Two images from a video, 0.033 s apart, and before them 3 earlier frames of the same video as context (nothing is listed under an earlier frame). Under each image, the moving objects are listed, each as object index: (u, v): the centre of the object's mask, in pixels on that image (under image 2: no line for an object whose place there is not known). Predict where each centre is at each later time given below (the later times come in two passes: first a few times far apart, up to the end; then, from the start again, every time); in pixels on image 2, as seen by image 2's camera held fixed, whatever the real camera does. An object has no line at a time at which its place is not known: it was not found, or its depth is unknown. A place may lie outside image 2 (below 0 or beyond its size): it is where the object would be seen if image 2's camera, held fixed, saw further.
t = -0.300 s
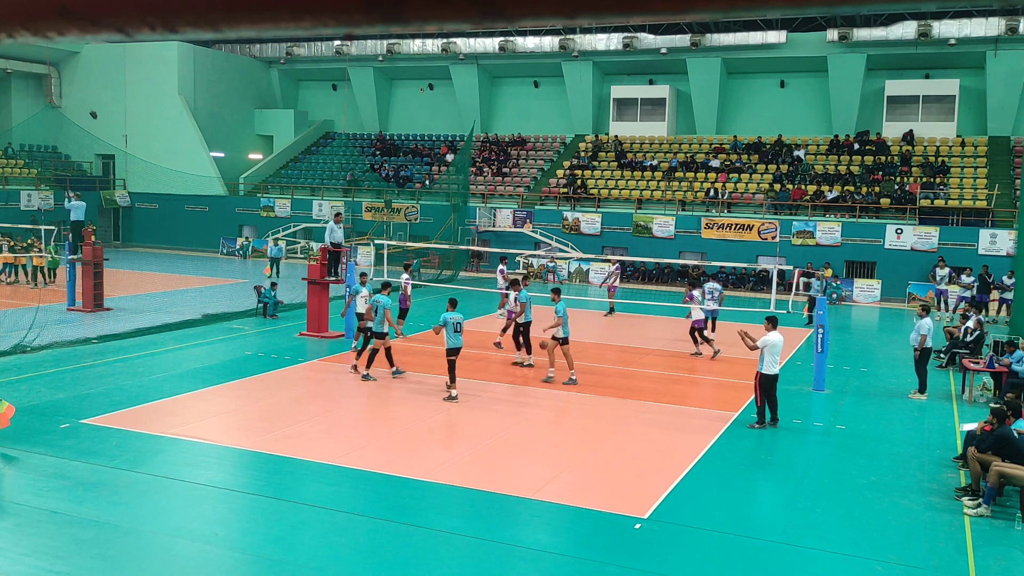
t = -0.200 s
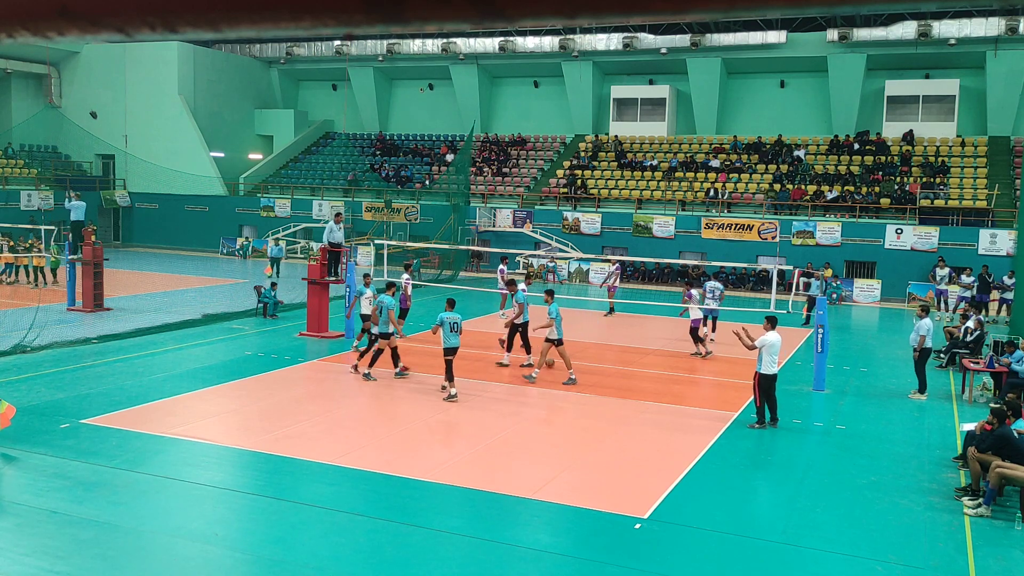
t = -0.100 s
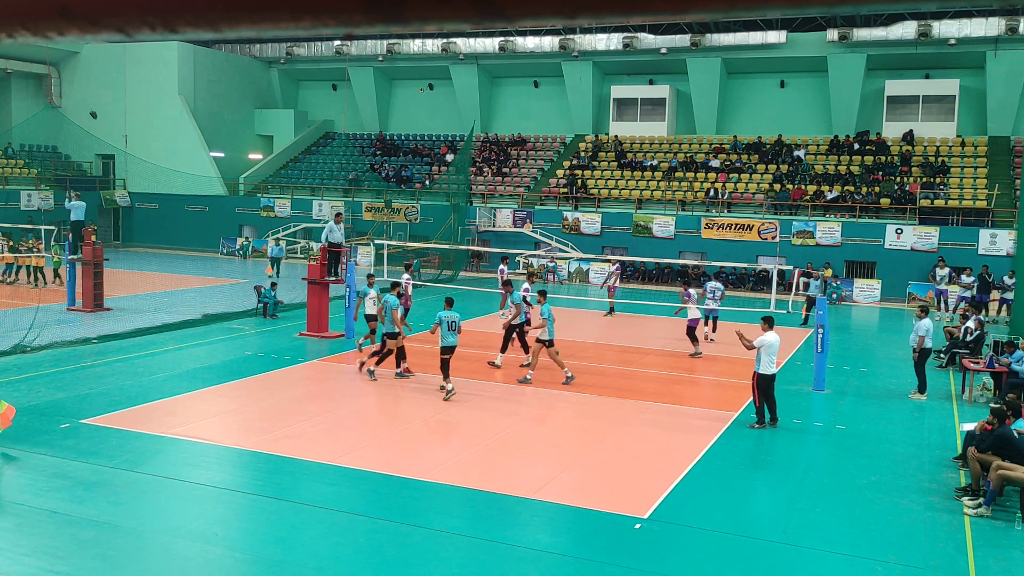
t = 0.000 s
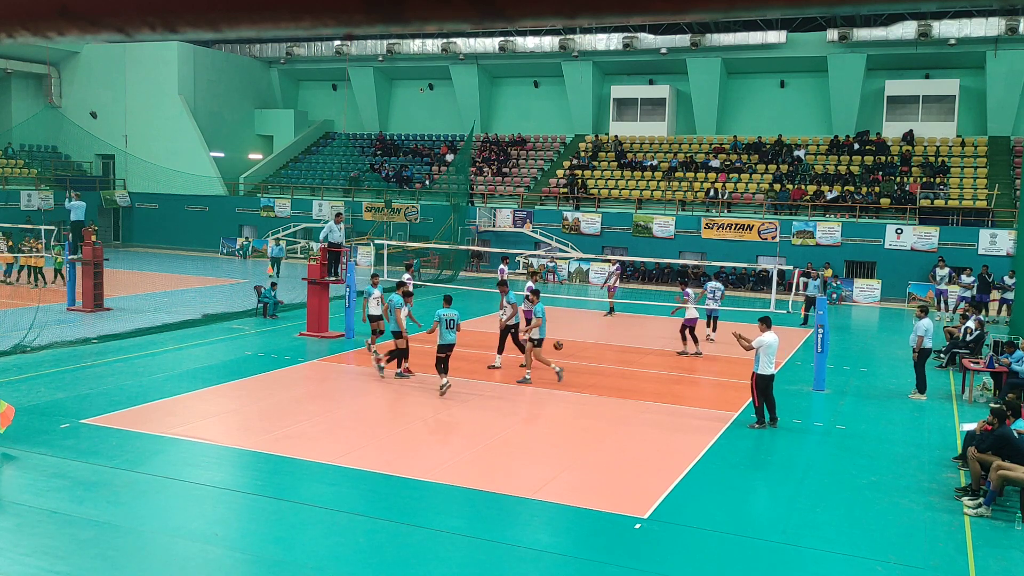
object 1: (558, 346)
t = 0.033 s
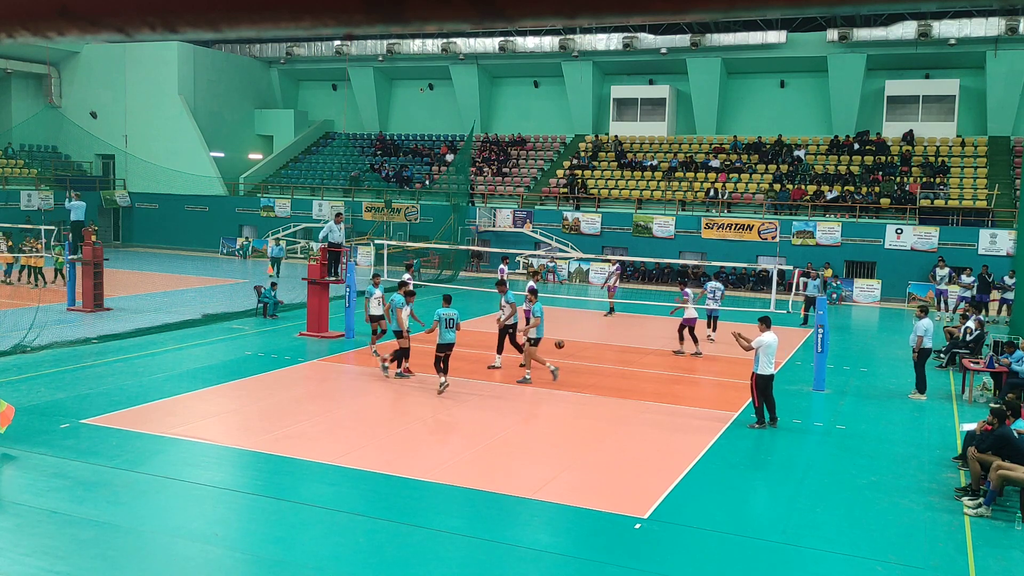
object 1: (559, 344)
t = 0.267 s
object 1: (568, 348)
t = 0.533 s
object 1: (578, 377)
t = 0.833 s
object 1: (591, 367)
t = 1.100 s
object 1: (602, 394)
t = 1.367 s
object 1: (614, 386)
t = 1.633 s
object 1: (627, 404)
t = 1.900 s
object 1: (641, 410)
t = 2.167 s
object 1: (656, 418)
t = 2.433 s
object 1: (672, 428)
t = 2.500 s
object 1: (677, 433)
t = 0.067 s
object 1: (561, 343)
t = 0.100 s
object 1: (562, 343)
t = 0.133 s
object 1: (563, 343)
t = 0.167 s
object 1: (564, 343)
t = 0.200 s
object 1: (566, 344)
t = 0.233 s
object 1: (567, 346)
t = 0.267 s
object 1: (568, 348)
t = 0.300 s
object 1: (570, 351)
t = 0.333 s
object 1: (571, 354)
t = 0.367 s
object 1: (572, 358)
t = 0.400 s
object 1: (573, 362)
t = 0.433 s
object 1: (574, 367)
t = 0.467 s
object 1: (575, 372)
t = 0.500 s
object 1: (576, 378)
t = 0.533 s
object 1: (578, 377)
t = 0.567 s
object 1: (579, 374)
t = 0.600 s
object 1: (581, 372)
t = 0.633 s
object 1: (582, 369)
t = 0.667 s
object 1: (584, 368)
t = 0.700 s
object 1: (585, 366)
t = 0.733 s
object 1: (587, 366)
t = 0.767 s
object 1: (588, 366)
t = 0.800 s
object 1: (590, 366)
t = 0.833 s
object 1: (591, 367)
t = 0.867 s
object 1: (592, 368)
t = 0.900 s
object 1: (594, 371)
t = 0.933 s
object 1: (595, 373)
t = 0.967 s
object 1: (597, 376)
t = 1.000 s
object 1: (598, 380)
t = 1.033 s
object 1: (599, 386)
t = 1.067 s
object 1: (600, 390)
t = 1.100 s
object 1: (602, 394)
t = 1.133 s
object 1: (603, 391)
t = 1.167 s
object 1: (605, 389)
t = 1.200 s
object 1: (607, 387)
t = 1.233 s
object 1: (608, 386)
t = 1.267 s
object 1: (610, 385)
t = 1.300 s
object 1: (611, 385)
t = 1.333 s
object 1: (613, 385)
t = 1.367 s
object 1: (614, 386)
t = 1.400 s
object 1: (616, 388)
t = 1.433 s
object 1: (618, 390)
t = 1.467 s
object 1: (619, 393)
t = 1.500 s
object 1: (620, 396)
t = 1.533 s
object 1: (622, 400)
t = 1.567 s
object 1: (623, 406)
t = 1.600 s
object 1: (625, 406)
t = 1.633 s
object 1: (627, 404)
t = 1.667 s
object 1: (629, 402)
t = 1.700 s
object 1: (630, 401)
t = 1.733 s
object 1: (632, 402)
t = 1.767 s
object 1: (634, 402)
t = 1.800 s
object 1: (636, 403)
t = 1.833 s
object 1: (638, 405)
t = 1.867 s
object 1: (639, 407)
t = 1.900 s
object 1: (641, 410)
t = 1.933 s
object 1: (643, 414)
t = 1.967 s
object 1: (645, 418)
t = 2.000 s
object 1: (647, 417)
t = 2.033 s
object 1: (648, 416)
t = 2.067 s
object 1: (650, 415)
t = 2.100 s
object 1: (652, 416)
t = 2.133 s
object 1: (654, 417)
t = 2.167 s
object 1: (656, 418)
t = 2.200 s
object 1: (658, 420)
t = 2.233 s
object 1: (660, 423)
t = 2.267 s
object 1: (662, 426)
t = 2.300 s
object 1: (664, 428)
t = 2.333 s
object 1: (666, 427)
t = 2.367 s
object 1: (668, 427)
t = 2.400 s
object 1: (670, 427)
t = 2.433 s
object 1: (672, 428)
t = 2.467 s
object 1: (675, 430)
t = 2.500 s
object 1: (677, 433)
